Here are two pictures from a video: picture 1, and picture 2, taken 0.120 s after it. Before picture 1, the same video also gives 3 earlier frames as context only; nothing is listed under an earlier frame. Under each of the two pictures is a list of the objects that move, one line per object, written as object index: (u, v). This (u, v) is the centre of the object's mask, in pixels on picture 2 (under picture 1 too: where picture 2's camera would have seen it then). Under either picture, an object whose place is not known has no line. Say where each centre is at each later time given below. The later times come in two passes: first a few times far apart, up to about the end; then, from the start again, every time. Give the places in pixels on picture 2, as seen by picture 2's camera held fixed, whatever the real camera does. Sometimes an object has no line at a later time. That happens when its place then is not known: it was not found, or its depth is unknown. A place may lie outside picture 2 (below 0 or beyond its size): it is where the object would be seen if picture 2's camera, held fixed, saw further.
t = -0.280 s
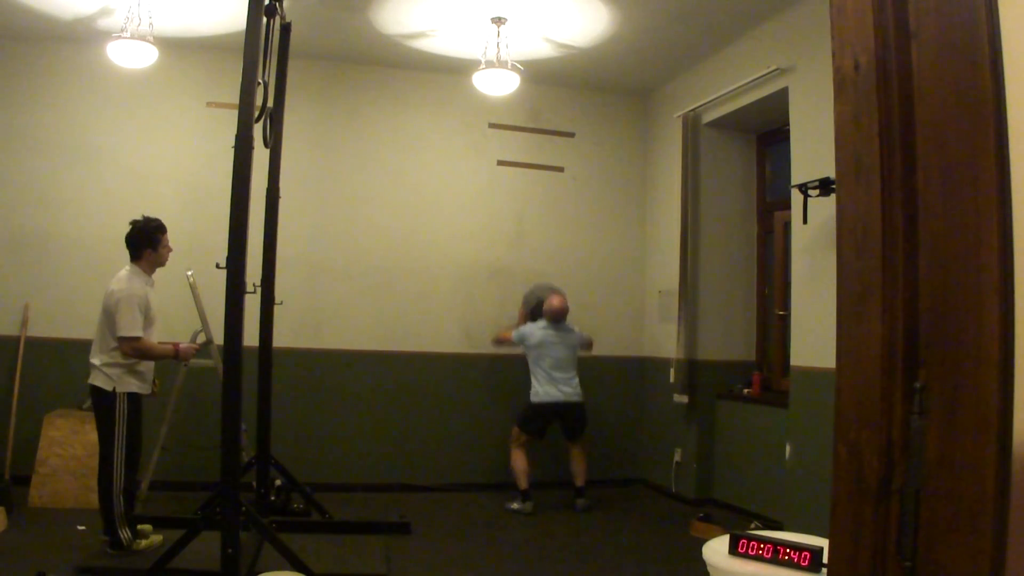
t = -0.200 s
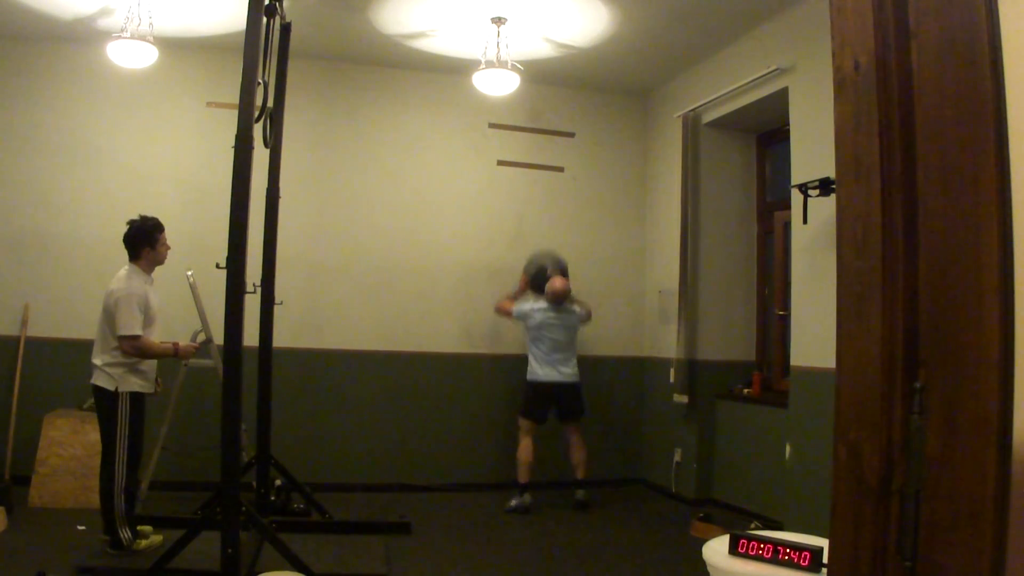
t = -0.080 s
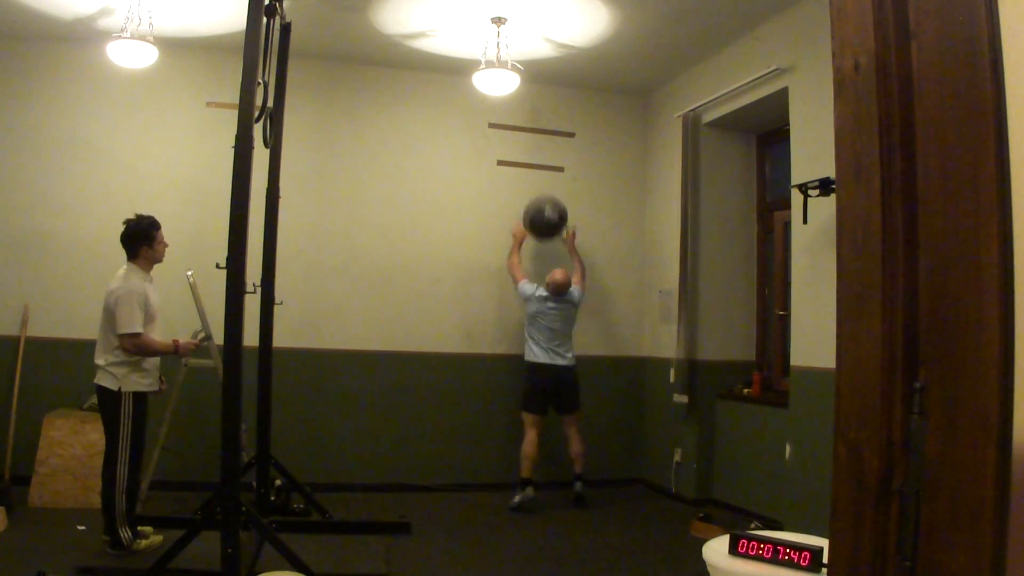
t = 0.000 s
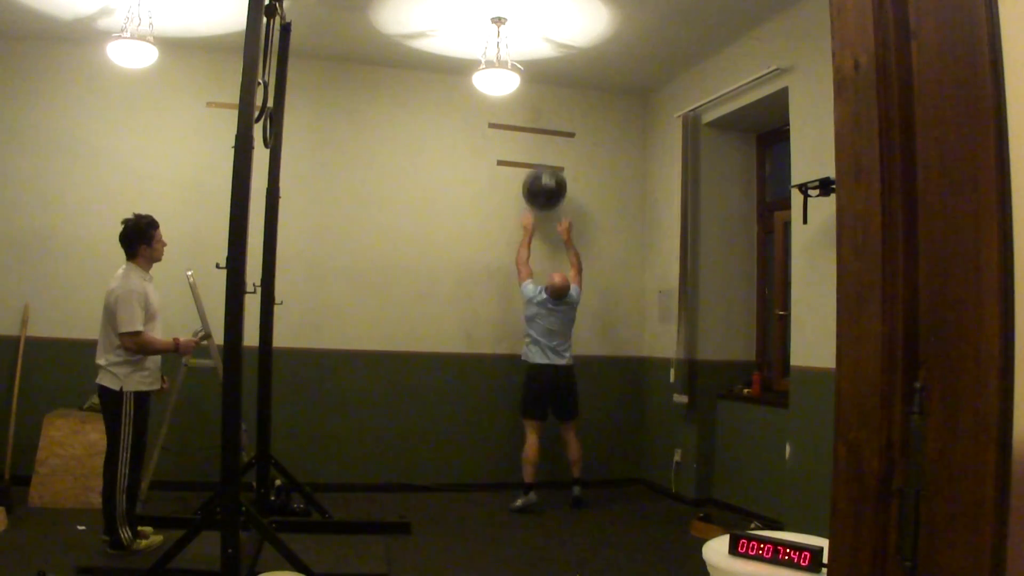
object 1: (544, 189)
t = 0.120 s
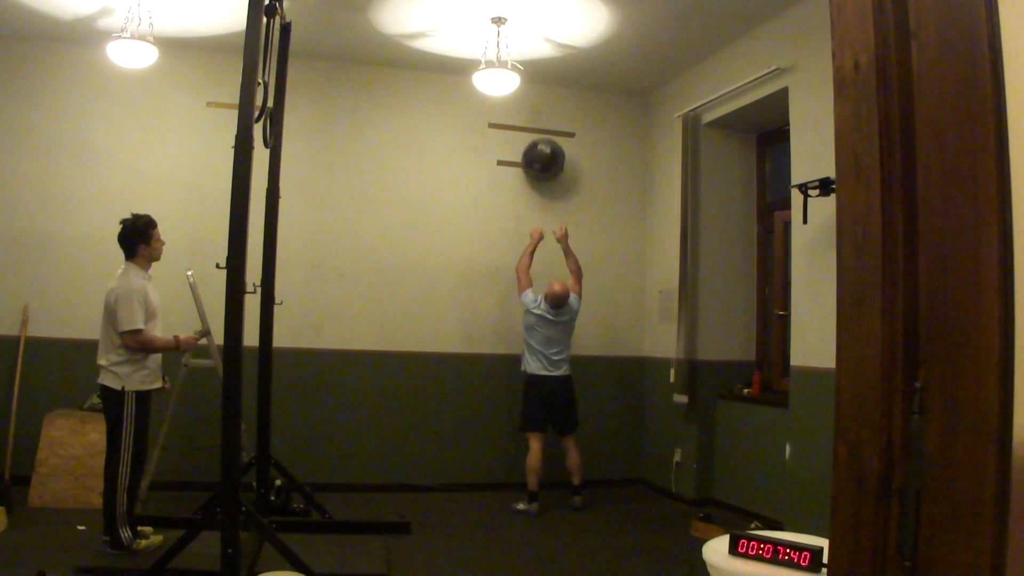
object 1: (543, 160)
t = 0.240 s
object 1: (542, 151)
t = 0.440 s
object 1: (545, 163)
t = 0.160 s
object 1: (542, 155)
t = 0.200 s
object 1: (541, 153)
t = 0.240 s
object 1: (542, 151)
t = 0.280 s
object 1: (542, 150)
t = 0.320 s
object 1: (543, 150)
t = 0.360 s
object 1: (543, 153)
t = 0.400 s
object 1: (544, 157)
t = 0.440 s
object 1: (545, 163)
